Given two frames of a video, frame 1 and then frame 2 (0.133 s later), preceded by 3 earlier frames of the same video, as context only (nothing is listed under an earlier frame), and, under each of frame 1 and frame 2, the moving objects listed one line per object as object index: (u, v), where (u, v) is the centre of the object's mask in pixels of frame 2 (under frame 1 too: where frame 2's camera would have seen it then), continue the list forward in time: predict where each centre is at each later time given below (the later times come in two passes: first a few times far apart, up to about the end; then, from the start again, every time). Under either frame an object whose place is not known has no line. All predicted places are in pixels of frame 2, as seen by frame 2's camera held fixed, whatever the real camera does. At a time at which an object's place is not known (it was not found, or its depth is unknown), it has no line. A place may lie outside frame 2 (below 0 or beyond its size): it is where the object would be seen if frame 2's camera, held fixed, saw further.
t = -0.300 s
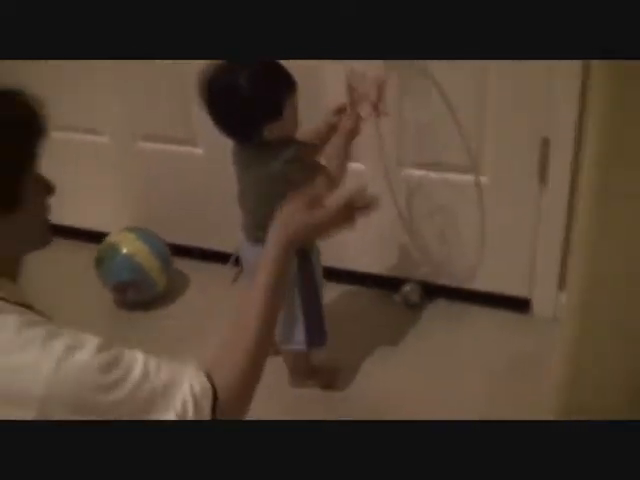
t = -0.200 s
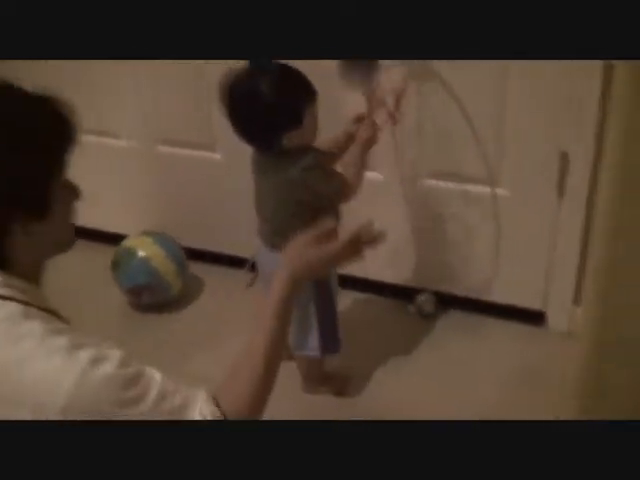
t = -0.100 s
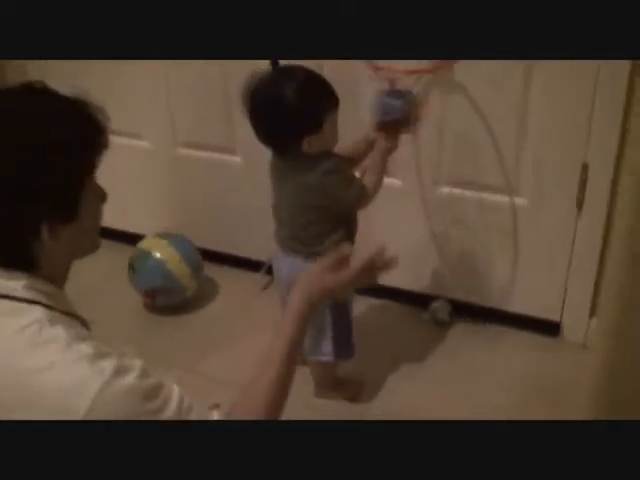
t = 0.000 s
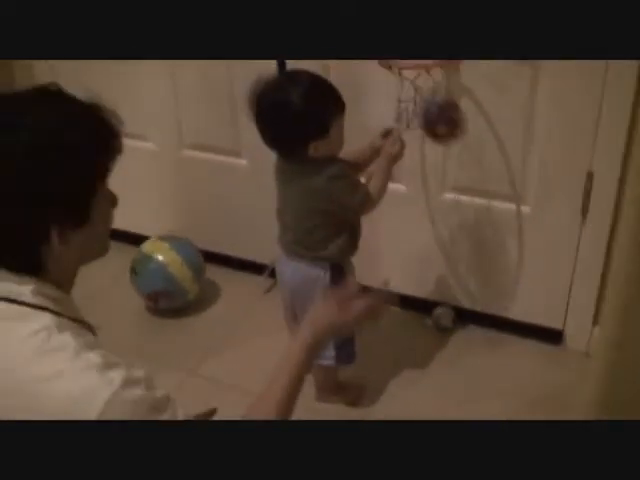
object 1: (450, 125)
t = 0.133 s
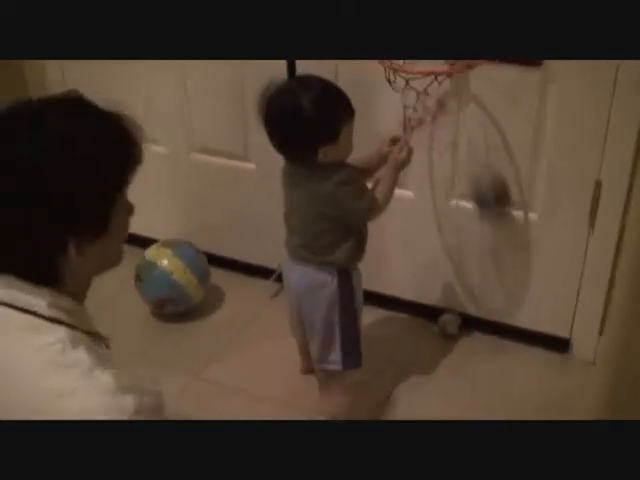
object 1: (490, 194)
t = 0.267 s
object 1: (503, 312)
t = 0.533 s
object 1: (523, 299)
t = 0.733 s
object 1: (517, 398)
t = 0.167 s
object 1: (500, 223)
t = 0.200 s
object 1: (504, 251)
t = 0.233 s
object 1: (504, 283)
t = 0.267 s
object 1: (503, 312)
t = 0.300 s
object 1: (505, 349)
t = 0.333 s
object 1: (508, 337)
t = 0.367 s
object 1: (510, 322)
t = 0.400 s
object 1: (513, 311)
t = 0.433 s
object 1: (516, 304)
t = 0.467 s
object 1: (518, 298)
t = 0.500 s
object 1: (520, 300)
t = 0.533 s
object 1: (523, 299)
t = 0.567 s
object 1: (524, 308)
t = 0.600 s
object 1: (524, 315)
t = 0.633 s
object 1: (523, 328)
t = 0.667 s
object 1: (521, 355)
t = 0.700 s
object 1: (518, 377)
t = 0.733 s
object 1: (517, 398)
